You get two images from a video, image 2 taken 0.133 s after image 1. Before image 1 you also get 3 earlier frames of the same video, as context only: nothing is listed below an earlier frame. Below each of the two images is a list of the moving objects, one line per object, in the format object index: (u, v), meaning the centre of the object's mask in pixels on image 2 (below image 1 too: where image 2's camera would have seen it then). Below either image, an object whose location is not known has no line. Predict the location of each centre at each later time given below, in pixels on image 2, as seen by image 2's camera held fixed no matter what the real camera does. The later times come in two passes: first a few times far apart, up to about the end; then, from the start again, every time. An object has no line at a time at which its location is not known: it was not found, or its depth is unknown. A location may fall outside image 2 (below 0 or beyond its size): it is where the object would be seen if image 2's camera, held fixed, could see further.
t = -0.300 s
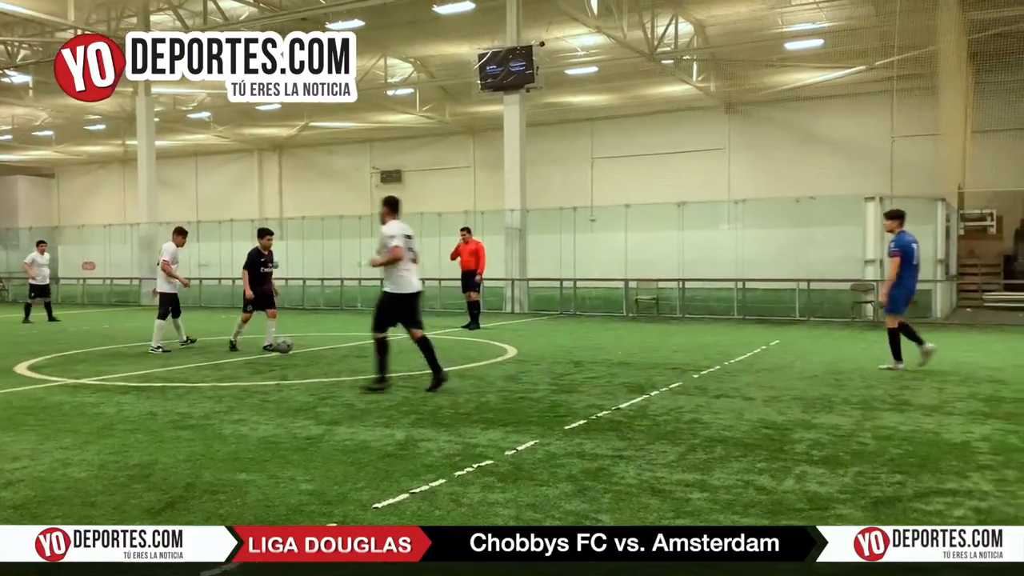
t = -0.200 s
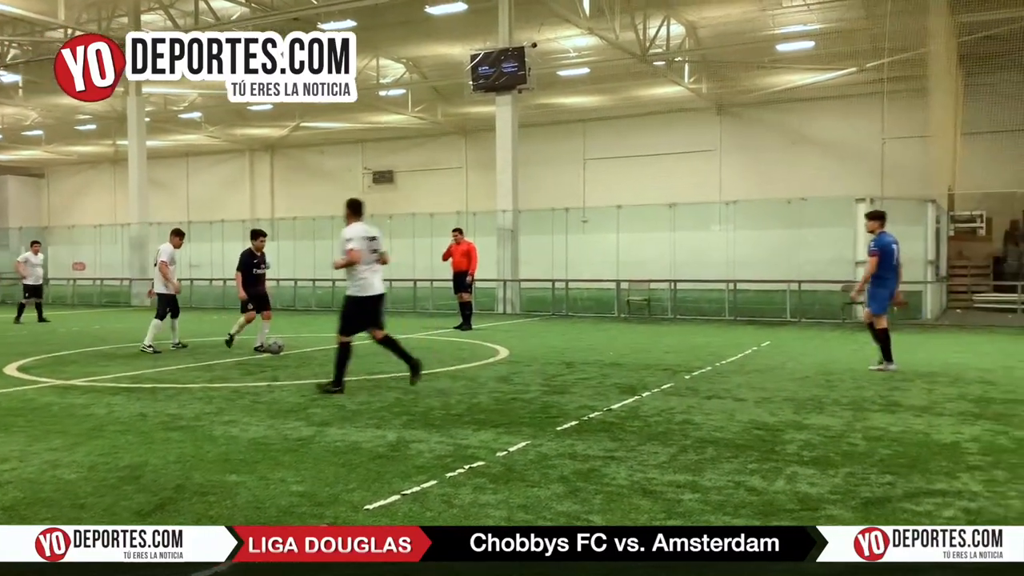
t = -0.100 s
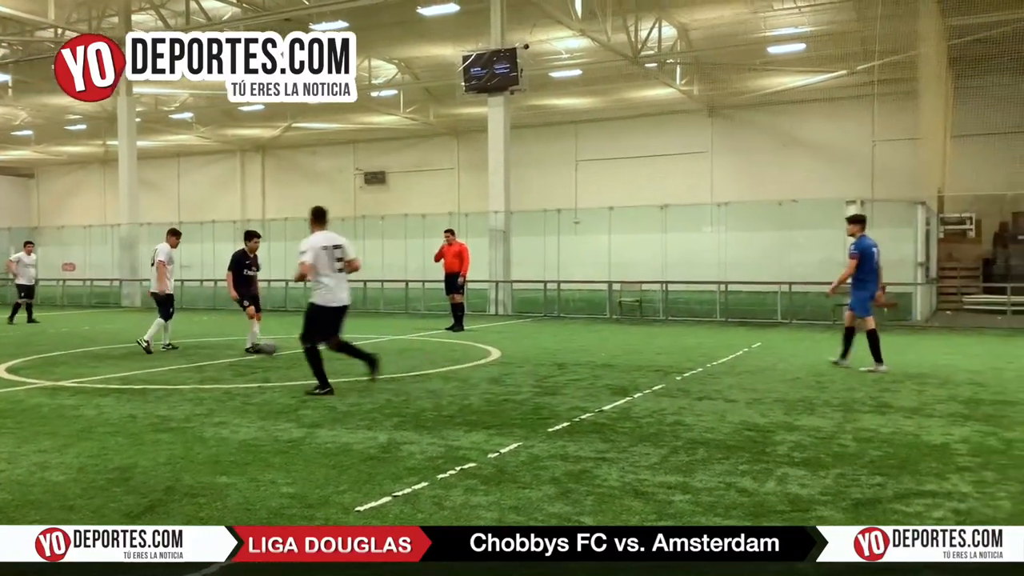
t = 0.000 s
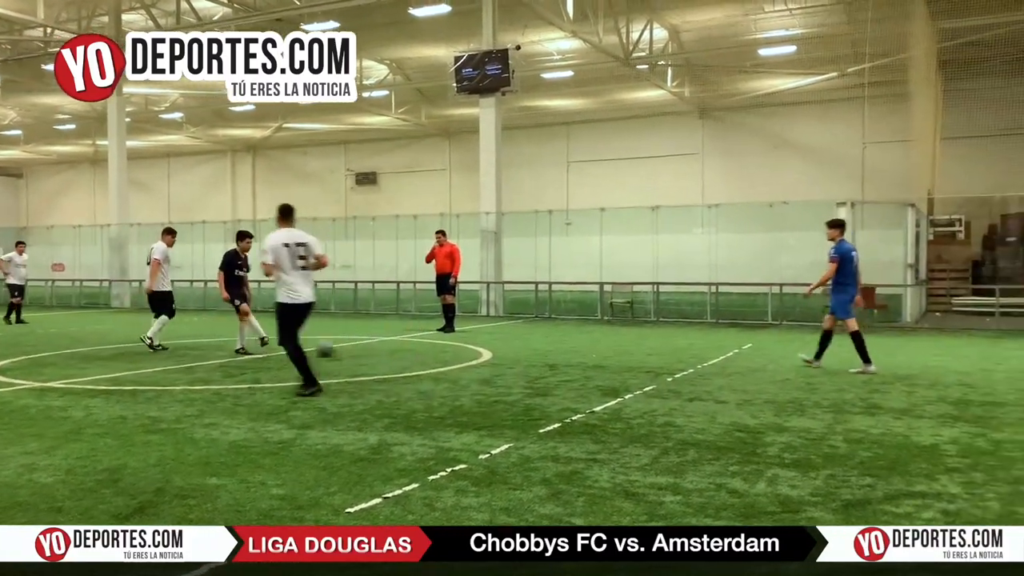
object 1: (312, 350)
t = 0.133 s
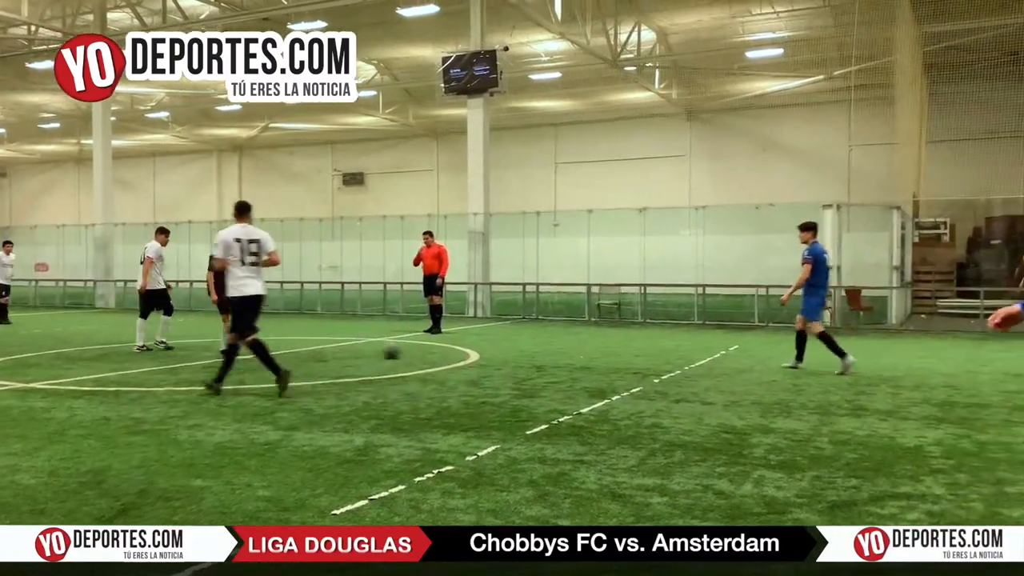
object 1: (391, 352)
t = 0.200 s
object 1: (428, 353)
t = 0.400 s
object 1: (525, 353)
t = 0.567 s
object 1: (595, 353)
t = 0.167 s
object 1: (409, 352)
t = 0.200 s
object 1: (428, 353)
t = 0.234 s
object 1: (446, 352)
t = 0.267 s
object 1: (462, 352)
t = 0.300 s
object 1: (480, 353)
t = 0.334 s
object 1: (495, 353)
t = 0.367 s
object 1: (510, 353)
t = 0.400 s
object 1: (525, 353)
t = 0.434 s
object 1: (540, 353)
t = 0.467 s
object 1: (554, 353)
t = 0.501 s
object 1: (568, 353)
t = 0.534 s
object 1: (582, 353)
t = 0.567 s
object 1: (595, 353)
